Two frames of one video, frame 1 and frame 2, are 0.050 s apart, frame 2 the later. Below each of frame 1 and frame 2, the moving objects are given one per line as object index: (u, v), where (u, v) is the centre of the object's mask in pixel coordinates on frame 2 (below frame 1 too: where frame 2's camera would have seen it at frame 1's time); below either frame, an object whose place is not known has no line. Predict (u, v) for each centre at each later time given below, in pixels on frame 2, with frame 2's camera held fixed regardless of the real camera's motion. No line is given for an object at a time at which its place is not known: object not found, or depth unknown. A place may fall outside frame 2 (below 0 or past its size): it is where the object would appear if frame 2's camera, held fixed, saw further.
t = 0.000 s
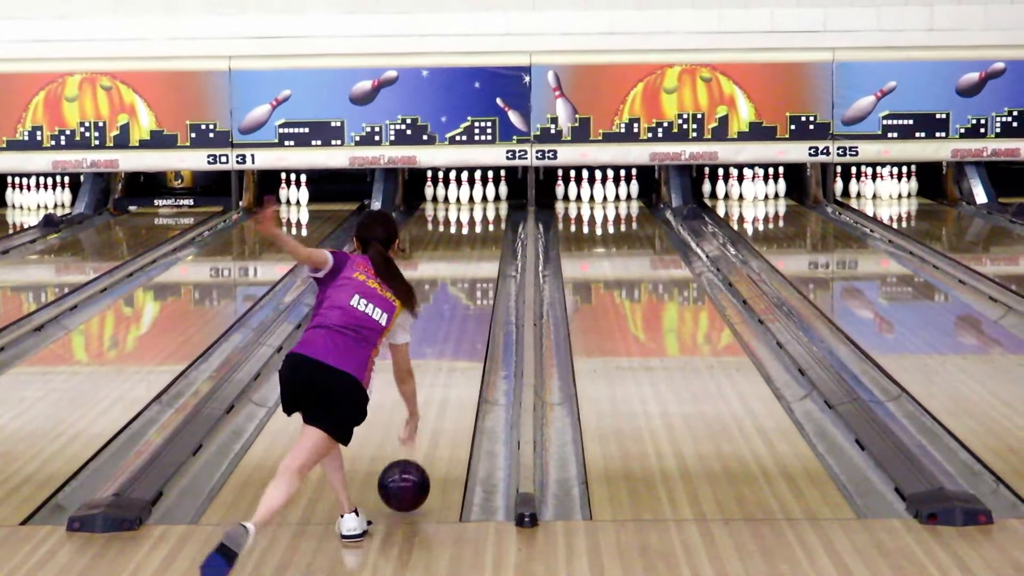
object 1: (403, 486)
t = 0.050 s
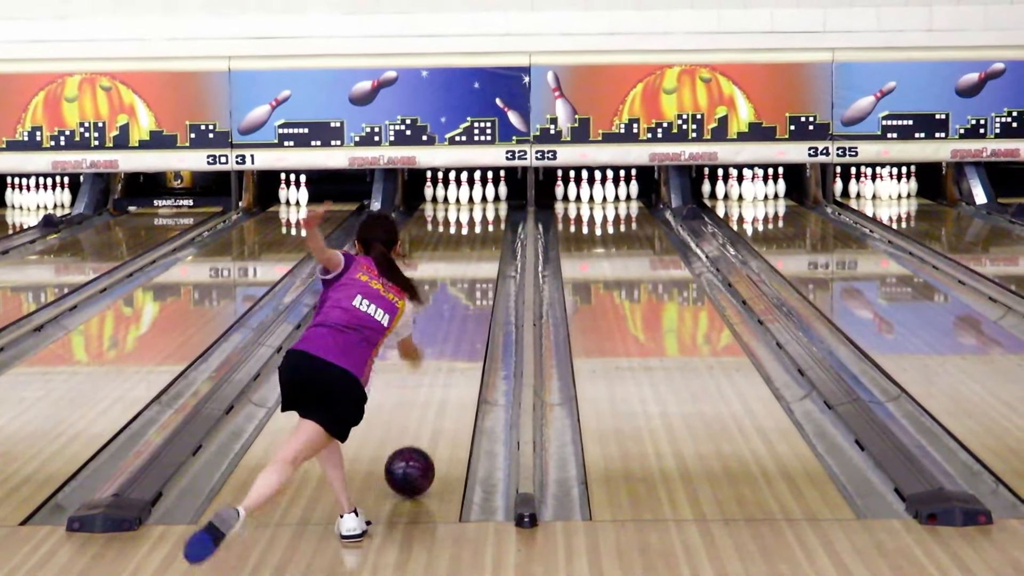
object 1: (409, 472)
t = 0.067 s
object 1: (412, 466)
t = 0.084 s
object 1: (414, 461)
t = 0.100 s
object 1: (416, 456)
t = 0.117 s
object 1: (417, 451)
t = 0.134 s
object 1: (419, 446)
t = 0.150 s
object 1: (421, 441)
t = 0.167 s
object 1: (423, 437)
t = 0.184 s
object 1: (424, 433)
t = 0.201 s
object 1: (426, 428)
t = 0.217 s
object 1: (428, 423)
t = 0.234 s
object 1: (429, 419)
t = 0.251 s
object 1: (430, 415)
